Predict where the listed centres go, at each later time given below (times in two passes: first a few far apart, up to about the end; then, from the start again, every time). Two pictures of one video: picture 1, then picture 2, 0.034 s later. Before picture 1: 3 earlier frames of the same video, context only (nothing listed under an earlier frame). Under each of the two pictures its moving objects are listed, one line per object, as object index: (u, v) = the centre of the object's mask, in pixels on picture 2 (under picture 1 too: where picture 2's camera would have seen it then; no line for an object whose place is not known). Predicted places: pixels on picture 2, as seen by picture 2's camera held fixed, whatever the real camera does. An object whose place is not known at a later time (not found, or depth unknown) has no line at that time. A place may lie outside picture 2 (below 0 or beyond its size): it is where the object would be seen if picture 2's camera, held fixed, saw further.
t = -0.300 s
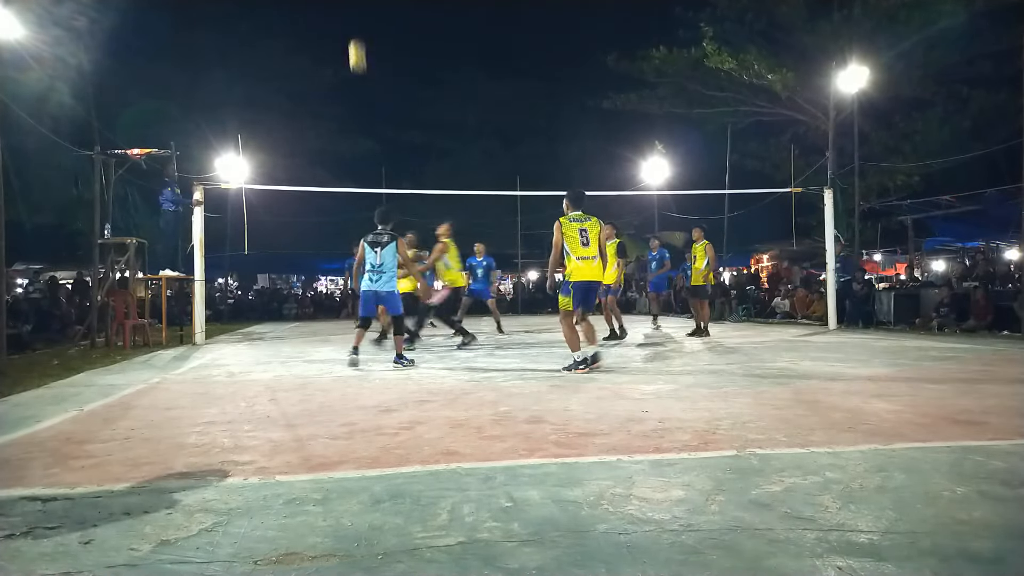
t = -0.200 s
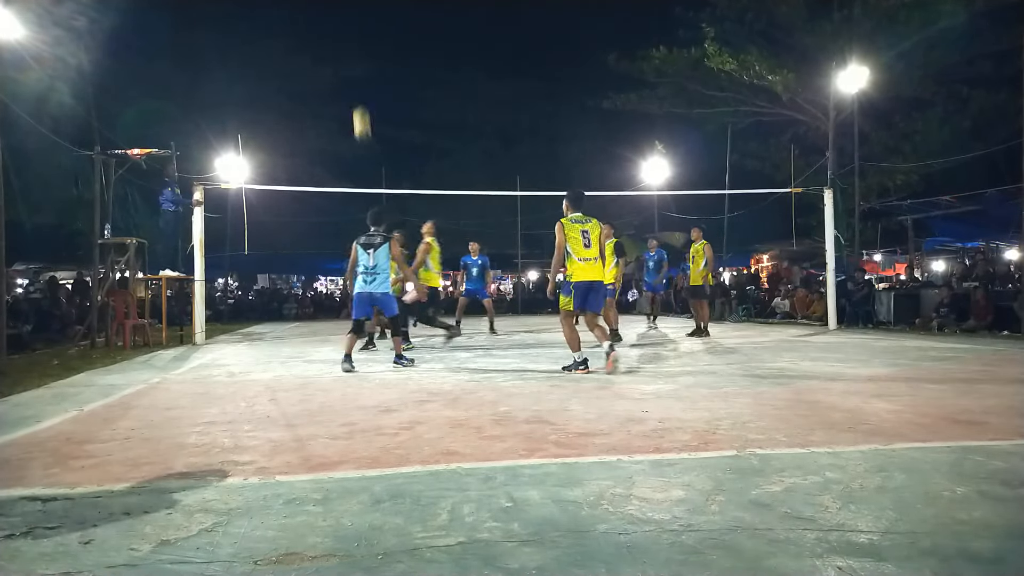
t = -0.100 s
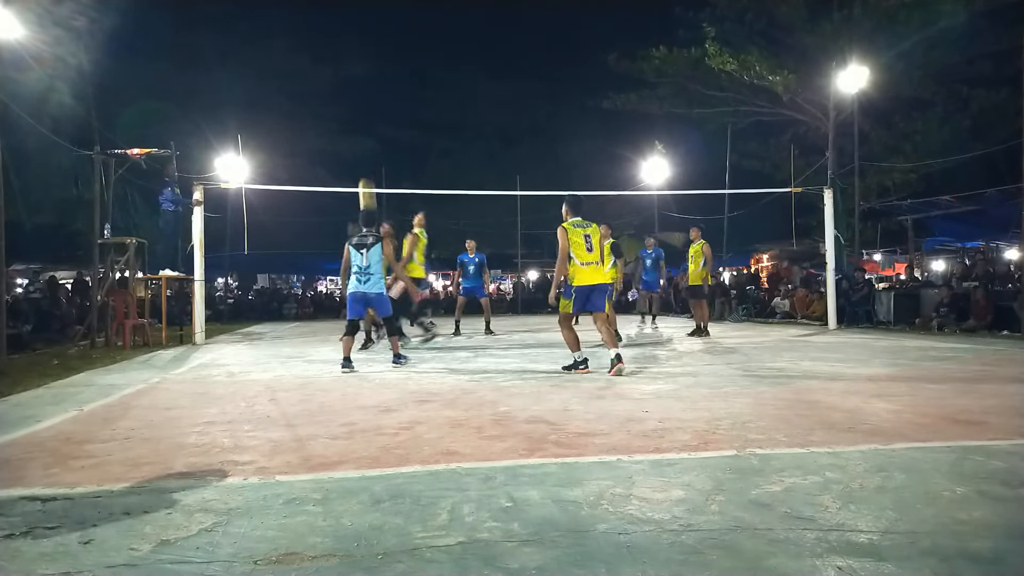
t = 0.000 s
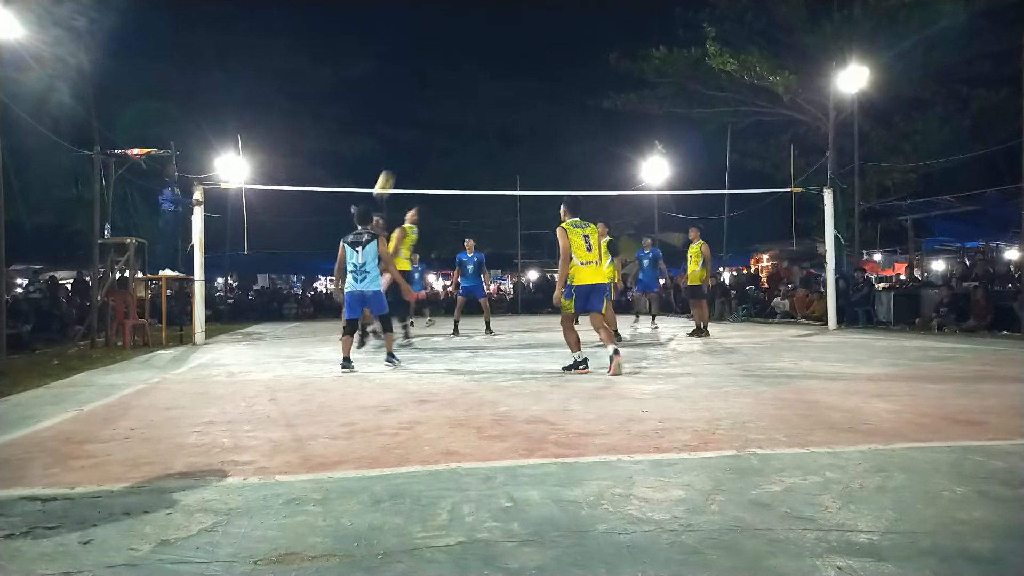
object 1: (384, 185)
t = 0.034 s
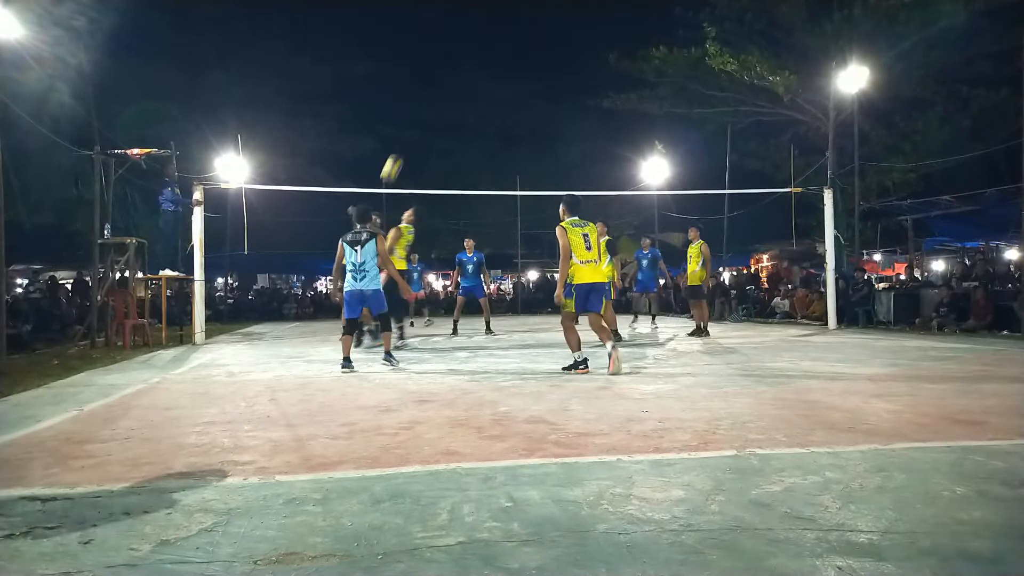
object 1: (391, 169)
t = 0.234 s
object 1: (435, 90)
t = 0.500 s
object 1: (491, 34)
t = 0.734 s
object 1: (537, 27)
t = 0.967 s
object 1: (578, 57)
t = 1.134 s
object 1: (606, 98)
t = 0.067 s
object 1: (399, 153)
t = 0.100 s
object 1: (406, 138)
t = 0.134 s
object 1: (413, 125)
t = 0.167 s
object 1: (421, 112)
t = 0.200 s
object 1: (428, 100)
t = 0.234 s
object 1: (435, 90)
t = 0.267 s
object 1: (442, 79)
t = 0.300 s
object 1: (450, 70)
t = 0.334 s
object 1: (457, 62)
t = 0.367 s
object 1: (464, 55)
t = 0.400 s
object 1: (471, 49)
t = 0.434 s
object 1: (477, 43)
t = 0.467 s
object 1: (484, 38)
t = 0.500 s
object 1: (491, 34)
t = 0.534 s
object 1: (498, 31)
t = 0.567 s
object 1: (504, 28)
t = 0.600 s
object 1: (511, 27)
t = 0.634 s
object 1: (517, 26)
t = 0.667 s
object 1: (524, 26)
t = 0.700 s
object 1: (530, 26)
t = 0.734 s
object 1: (537, 27)
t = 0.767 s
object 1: (543, 30)
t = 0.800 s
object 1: (549, 32)
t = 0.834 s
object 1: (555, 36)
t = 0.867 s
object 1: (561, 40)
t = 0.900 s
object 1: (566, 45)
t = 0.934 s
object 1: (572, 50)
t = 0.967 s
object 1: (578, 57)
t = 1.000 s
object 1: (584, 63)
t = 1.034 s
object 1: (590, 71)
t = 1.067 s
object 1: (595, 79)
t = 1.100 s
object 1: (600, 87)
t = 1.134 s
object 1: (606, 98)
